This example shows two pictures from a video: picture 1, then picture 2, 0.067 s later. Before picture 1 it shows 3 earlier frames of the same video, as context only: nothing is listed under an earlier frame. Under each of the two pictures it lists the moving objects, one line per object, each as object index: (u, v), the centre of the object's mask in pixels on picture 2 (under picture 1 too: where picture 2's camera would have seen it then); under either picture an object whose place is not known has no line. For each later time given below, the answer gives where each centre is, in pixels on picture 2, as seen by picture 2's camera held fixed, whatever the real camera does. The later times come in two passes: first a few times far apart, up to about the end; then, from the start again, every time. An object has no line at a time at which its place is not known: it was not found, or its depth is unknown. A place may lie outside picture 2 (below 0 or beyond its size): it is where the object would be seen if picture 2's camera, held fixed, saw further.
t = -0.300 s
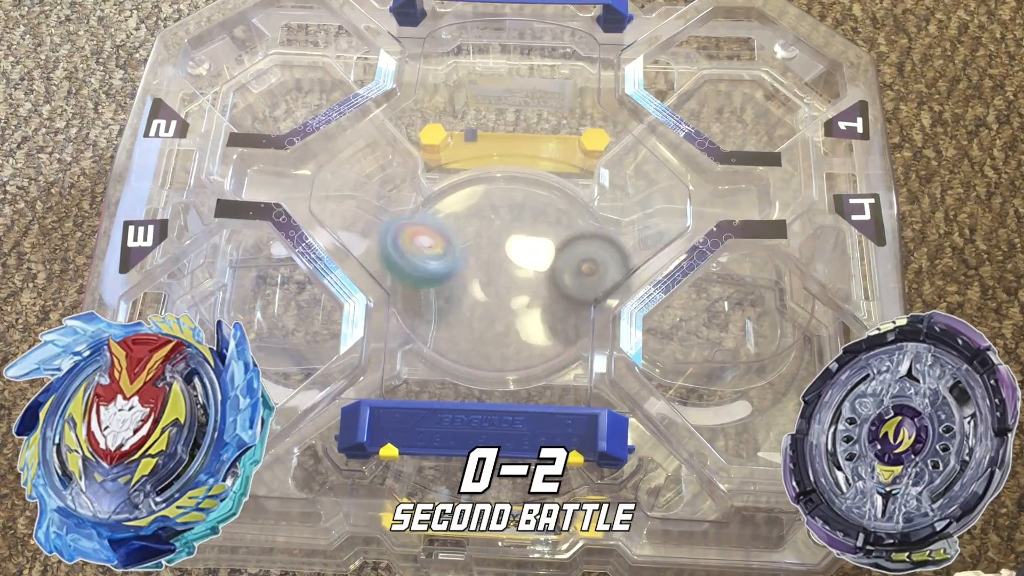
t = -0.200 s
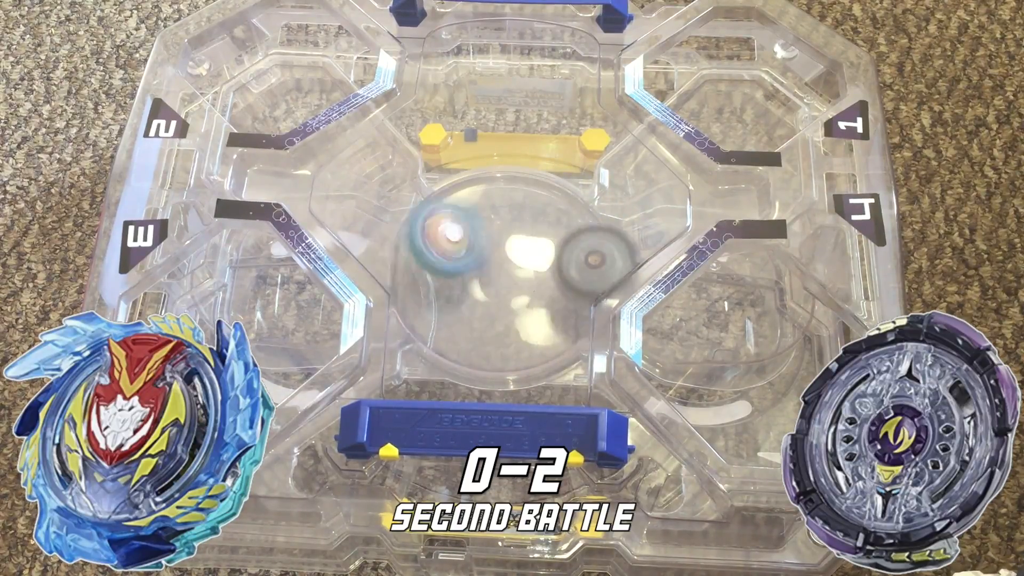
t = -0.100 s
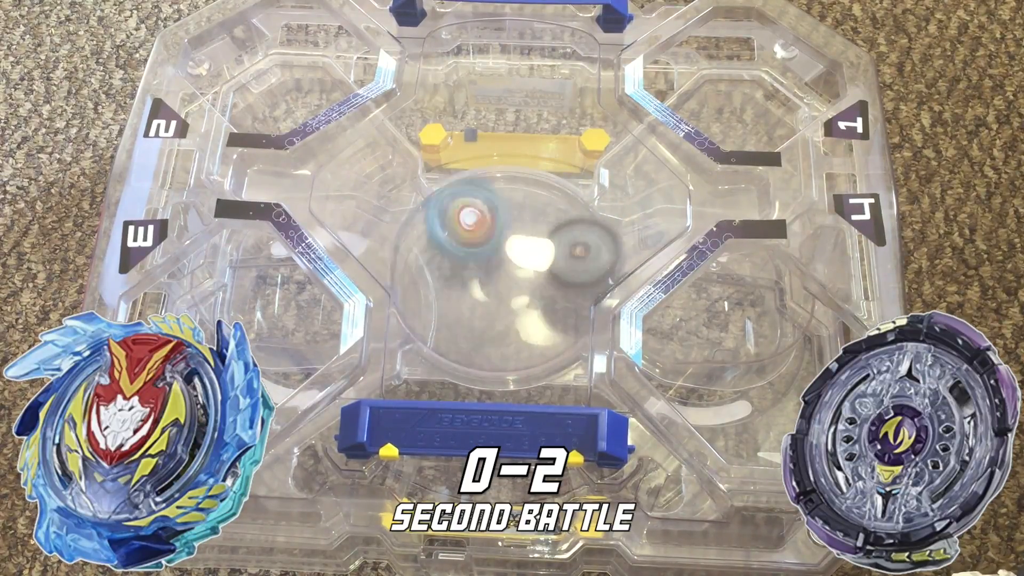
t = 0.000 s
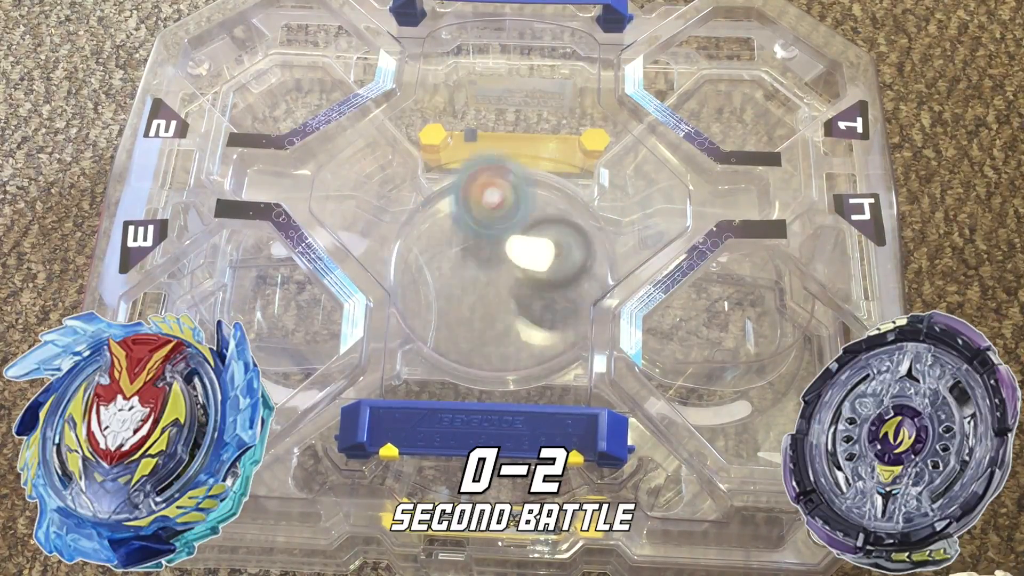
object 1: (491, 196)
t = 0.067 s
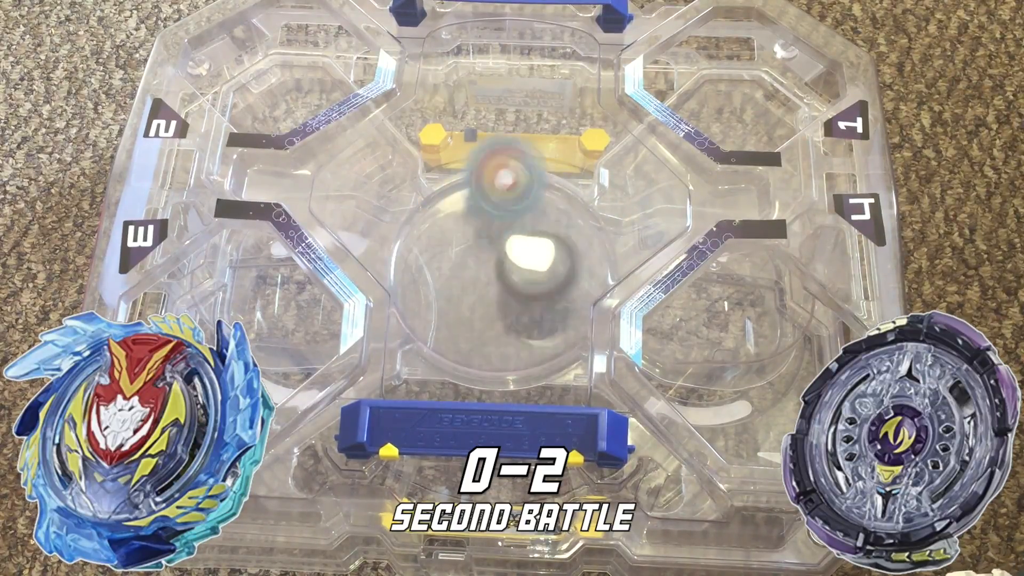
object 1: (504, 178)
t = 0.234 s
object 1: (543, 183)
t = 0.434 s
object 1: (577, 223)
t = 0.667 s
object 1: (545, 291)
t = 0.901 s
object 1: (578, 295)
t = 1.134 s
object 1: (566, 292)
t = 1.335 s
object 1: (528, 322)
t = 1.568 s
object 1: (497, 334)
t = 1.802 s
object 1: (459, 294)
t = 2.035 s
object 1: (445, 244)
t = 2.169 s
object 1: (461, 228)
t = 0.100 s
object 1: (514, 175)
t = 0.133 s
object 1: (522, 174)
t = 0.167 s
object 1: (530, 178)
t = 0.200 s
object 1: (538, 180)
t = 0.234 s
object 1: (543, 183)
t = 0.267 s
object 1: (551, 188)
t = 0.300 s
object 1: (559, 192)
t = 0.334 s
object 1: (565, 199)
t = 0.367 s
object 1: (572, 207)
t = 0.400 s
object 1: (575, 216)
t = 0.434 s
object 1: (577, 223)
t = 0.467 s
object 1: (577, 233)
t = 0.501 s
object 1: (577, 242)
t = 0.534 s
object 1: (576, 254)
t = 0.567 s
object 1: (571, 267)
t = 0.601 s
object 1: (563, 276)
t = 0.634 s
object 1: (554, 285)
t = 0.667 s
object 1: (545, 291)
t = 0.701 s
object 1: (544, 296)
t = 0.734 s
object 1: (553, 301)
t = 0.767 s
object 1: (561, 299)
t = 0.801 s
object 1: (568, 297)
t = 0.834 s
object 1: (572, 297)
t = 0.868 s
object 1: (575, 295)
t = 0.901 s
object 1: (578, 295)
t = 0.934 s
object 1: (579, 296)
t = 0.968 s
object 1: (581, 296)
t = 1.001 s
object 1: (581, 297)
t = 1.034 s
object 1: (579, 296)
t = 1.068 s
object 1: (576, 295)
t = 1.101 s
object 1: (574, 295)
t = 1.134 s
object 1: (566, 292)
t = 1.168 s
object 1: (559, 292)
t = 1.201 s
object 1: (546, 292)
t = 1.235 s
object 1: (537, 298)
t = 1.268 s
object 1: (534, 306)
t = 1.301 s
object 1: (532, 315)
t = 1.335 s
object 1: (528, 322)
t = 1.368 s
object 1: (525, 327)
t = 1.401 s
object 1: (521, 335)
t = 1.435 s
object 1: (516, 339)
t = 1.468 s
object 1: (513, 341)
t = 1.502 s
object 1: (509, 337)
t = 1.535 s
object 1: (503, 336)
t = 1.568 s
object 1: (497, 334)
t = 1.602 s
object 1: (489, 330)
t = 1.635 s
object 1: (484, 323)
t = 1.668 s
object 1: (477, 319)
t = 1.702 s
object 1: (472, 314)
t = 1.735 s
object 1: (467, 308)
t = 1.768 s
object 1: (462, 301)
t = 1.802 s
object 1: (459, 294)
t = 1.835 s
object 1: (458, 288)
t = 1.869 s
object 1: (456, 281)
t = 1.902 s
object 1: (455, 273)
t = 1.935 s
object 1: (448, 263)
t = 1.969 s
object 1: (446, 255)
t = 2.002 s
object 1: (444, 248)
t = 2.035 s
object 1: (445, 244)
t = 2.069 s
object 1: (448, 240)
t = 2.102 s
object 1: (451, 237)
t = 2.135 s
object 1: (456, 235)
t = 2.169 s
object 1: (461, 228)
